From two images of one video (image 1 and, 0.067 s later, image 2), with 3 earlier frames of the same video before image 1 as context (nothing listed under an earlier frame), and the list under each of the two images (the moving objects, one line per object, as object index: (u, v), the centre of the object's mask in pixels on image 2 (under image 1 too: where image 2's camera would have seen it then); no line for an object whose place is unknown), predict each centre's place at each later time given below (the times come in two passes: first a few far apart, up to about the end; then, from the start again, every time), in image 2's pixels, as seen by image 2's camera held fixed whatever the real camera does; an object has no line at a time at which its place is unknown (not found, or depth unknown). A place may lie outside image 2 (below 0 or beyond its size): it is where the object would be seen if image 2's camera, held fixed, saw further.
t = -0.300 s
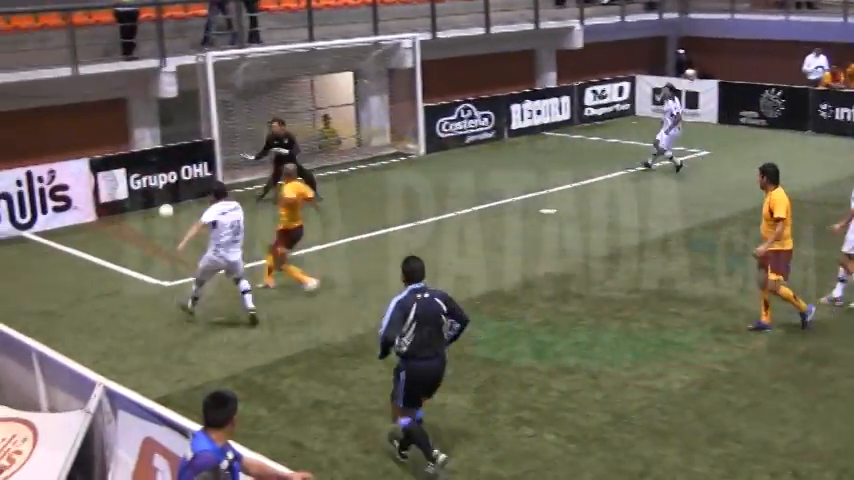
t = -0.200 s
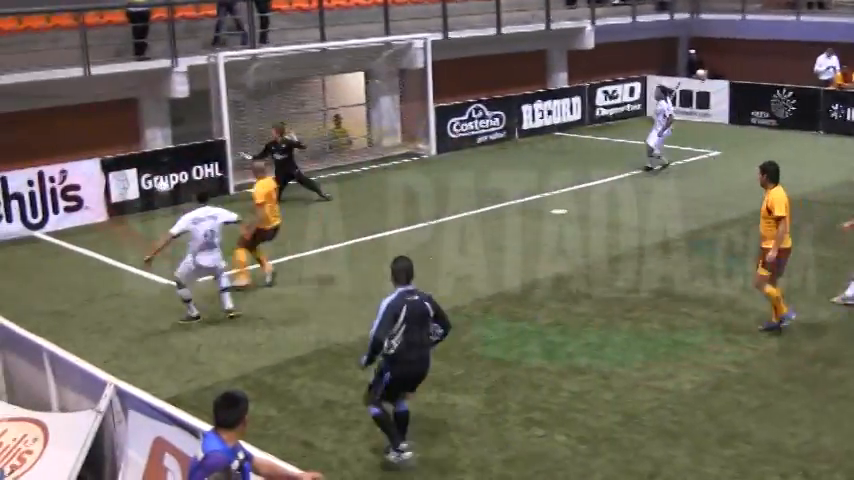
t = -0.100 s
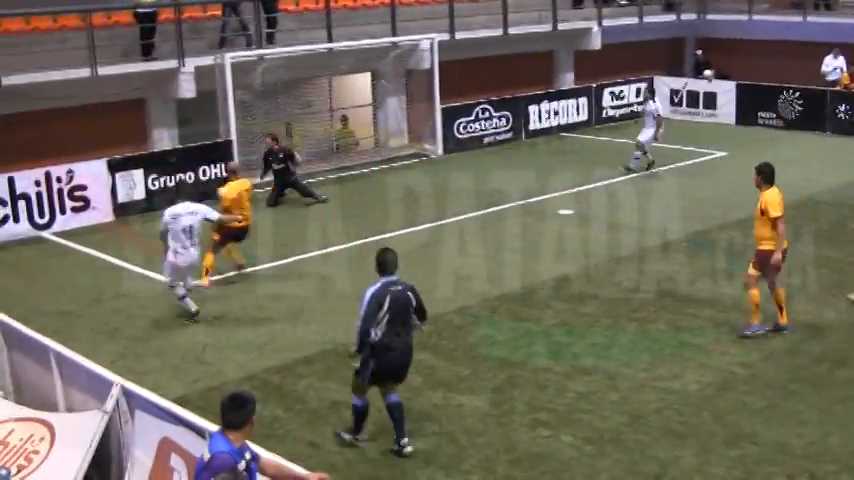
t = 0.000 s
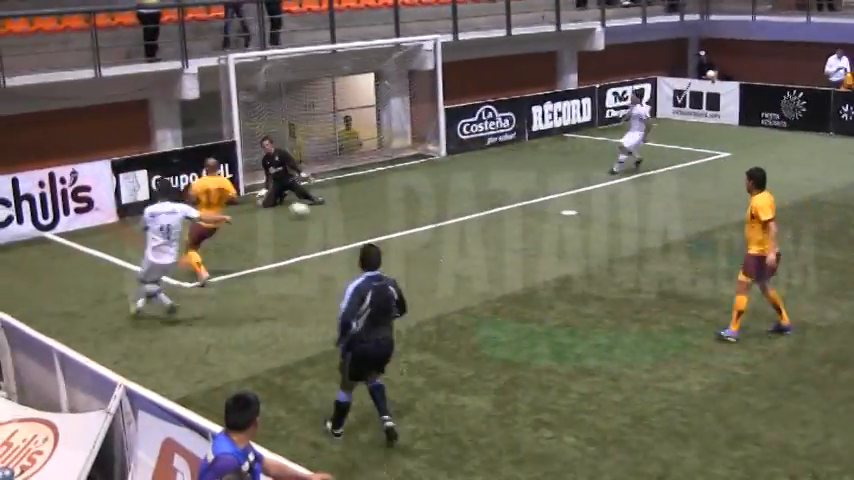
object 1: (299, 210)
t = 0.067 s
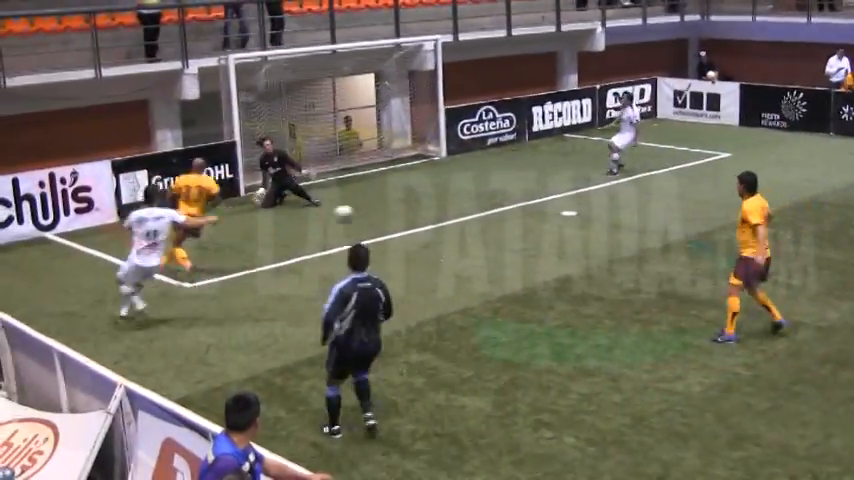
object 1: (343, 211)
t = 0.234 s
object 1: (448, 211)
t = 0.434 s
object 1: (577, 227)
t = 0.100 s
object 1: (363, 209)
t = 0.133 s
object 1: (384, 208)
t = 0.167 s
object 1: (405, 207)
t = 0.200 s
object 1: (426, 209)
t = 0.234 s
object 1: (448, 211)
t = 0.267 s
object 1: (470, 213)
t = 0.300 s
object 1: (493, 215)
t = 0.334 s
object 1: (514, 221)
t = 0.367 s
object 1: (538, 225)
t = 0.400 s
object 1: (558, 228)
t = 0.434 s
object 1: (577, 227)
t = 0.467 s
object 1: (596, 223)
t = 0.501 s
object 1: (615, 223)
